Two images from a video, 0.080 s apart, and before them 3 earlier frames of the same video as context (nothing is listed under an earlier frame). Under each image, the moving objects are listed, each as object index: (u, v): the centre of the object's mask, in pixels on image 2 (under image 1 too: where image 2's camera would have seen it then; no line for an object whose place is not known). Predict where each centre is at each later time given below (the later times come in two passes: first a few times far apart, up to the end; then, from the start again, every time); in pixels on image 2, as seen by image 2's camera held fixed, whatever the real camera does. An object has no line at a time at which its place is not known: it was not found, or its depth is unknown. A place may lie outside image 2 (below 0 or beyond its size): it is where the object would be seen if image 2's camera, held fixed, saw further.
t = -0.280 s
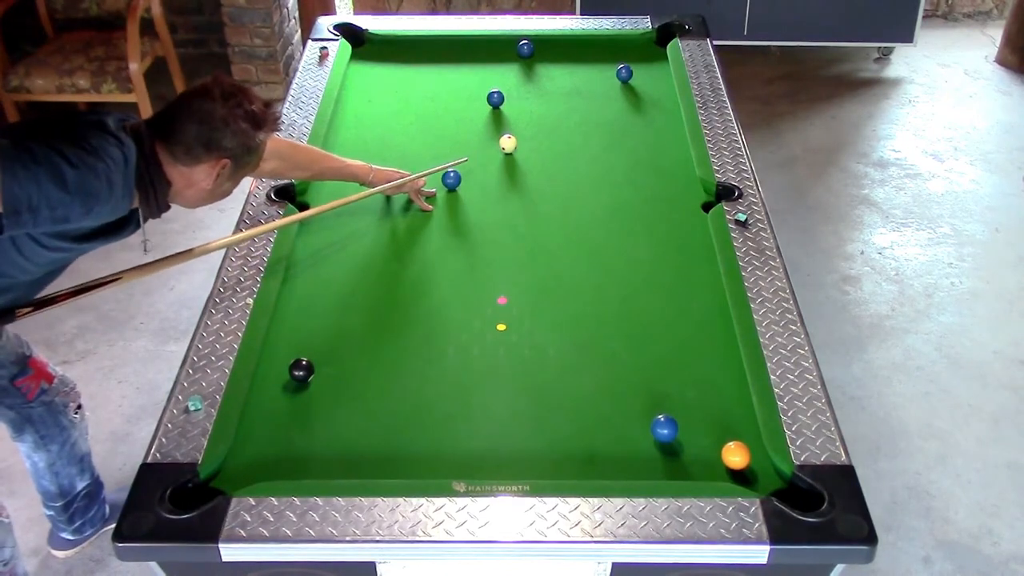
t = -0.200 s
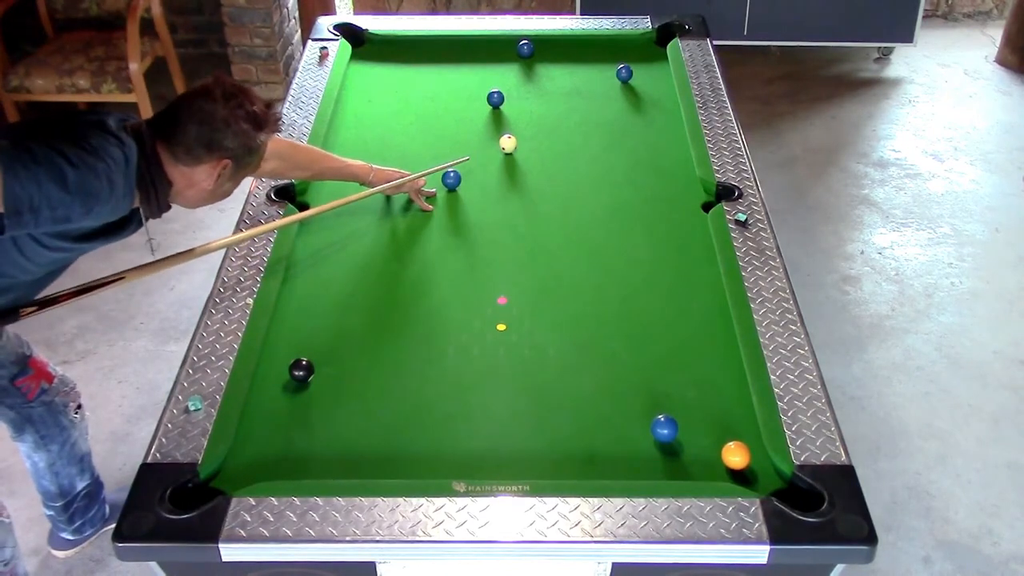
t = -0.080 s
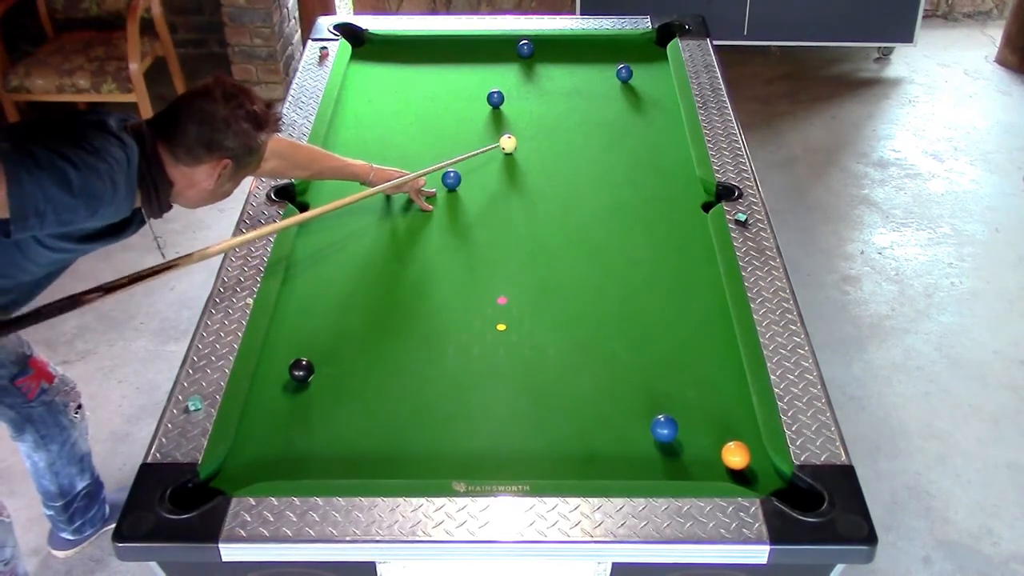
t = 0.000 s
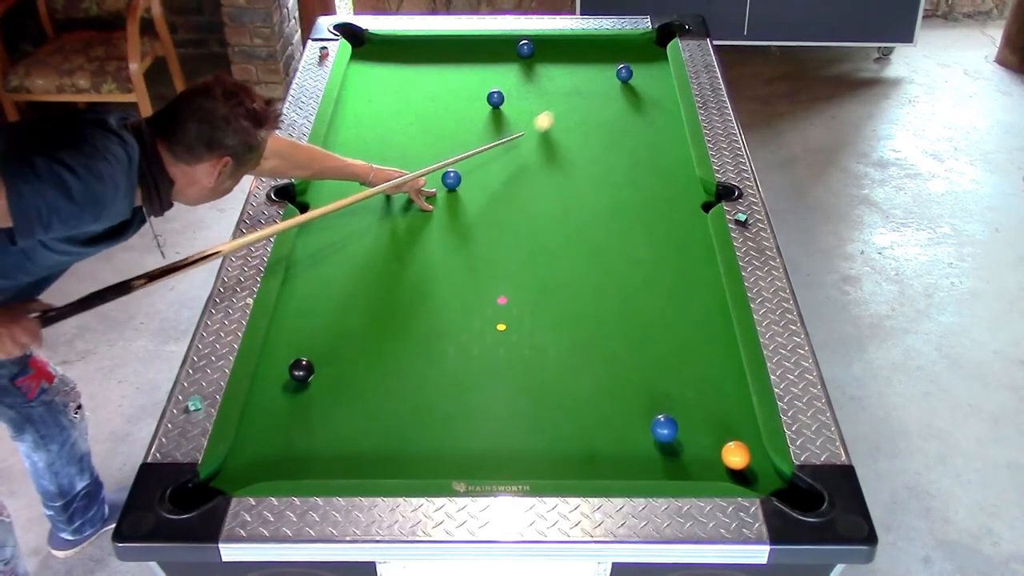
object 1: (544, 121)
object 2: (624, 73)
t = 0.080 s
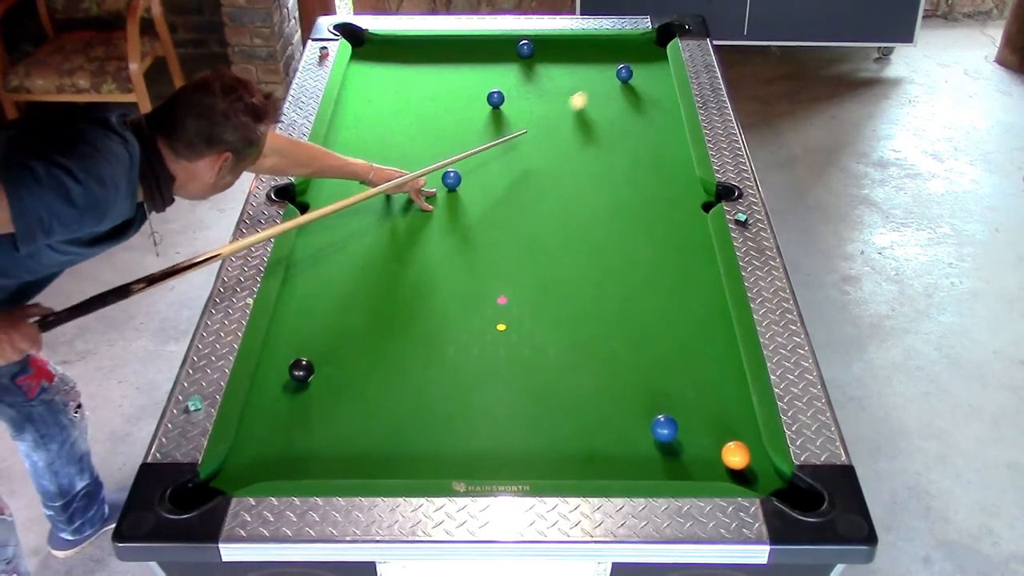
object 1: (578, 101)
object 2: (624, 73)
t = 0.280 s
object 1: (620, 80)
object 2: (653, 53)
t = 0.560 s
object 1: (647, 72)
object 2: (661, 42)
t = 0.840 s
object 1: (655, 64)
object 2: (652, 40)
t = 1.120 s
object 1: (639, 59)
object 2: (646, 40)
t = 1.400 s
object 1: (626, 55)
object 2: (645, 40)
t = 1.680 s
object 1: (616, 51)
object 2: (645, 41)
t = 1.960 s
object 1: (609, 49)
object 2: (645, 41)
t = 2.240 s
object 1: (604, 47)
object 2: (645, 41)
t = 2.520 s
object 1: (603, 47)
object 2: (645, 41)
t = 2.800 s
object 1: (603, 48)
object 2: (645, 41)
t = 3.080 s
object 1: (604, 48)
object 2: (645, 41)
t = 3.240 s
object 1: (604, 48)
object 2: (644, 40)
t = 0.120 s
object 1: (594, 92)
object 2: (624, 73)
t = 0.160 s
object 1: (610, 82)
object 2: (624, 73)
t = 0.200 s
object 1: (616, 80)
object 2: (633, 66)
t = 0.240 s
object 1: (617, 80)
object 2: (643, 59)
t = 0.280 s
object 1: (620, 80)
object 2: (653, 53)
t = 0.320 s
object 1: (623, 80)
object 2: (658, 47)
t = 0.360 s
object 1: (627, 79)
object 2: (655, 42)
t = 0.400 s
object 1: (631, 77)
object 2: (653, 38)
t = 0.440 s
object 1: (635, 76)
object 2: (656, 40)
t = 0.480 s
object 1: (639, 75)
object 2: (660, 41)
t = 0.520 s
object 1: (643, 73)
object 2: (662, 42)
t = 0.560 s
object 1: (647, 72)
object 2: (661, 42)
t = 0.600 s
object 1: (651, 71)
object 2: (660, 42)
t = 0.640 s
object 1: (654, 70)
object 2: (658, 41)
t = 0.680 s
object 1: (658, 68)
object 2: (657, 41)
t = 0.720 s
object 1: (661, 67)
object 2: (656, 41)
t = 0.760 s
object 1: (660, 66)
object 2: (655, 41)
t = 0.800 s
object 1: (657, 66)
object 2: (653, 40)
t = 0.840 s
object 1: (655, 64)
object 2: (652, 40)
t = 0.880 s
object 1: (653, 64)
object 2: (651, 40)
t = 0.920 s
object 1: (650, 63)
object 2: (650, 40)
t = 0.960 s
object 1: (648, 62)
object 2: (649, 40)
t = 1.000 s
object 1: (646, 61)
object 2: (648, 40)
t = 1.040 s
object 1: (643, 61)
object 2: (648, 40)
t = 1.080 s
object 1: (641, 60)
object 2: (646, 40)
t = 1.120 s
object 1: (639, 59)
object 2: (646, 40)
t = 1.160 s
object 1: (637, 58)
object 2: (646, 40)
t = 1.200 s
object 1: (635, 58)
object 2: (646, 40)
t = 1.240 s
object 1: (633, 57)
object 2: (645, 40)
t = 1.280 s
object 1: (631, 56)
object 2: (645, 40)
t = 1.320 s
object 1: (630, 56)
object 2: (645, 40)
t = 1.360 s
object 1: (628, 55)
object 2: (645, 40)
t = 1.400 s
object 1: (626, 55)
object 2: (645, 40)
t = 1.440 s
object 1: (625, 54)
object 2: (645, 40)
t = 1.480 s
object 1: (623, 54)
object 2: (644, 40)
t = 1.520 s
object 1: (622, 53)
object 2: (644, 40)
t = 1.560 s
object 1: (620, 53)
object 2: (644, 40)
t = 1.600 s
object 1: (619, 52)
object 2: (644, 40)
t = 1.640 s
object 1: (618, 52)
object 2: (645, 40)
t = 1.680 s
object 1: (616, 51)
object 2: (645, 41)
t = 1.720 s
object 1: (615, 51)
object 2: (645, 41)
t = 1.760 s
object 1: (614, 51)
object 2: (645, 41)
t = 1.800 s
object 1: (613, 50)
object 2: (645, 41)
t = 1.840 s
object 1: (612, 50)
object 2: (645, 41)
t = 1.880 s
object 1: (611, 50)
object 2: (645, 41)
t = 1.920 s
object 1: (610, 49)
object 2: (645, 41)
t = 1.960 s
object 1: (609, 49)
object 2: (645, 41)
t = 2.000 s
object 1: (608, 49)
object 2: (645, 41)
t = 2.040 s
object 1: (607, 48)
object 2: (645, 41)
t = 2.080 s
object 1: (607, 48)
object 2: (645, 41)
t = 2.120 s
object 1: (606, 48)
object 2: (645, 41)
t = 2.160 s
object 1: (605, 48)
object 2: (645, 41)
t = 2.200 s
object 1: (605, 48)
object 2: (645, 41)
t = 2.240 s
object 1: (604, 47)
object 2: (645, 41)
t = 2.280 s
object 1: (603, 47)
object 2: (645, 41)
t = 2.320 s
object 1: (603, 47)
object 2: (645, 41)
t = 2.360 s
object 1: (603, 47)
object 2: (645, 41)
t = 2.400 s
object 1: (603, 47)
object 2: (645, 41)
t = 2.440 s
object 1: (603, 47)
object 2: (645, 41)
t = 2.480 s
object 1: (602, 47)
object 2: (645, 41)
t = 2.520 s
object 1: (603, 47)
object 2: (645, 41)
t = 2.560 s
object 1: (603, 47)
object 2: (645, 41)
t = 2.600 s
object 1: (603, 47)
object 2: (645, 41)
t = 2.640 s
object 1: (603, 47)
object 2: (645, 41)
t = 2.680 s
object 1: (603, 47)
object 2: (645, 41)
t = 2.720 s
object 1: (603, 47)
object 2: (645, 41)
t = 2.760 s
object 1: (603, 47)
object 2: (645, 41)
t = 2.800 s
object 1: (603, 48)
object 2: (645, 41)
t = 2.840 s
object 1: (604, 48)
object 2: (645, 41)
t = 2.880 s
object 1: (604, 48)
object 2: (645, 41)
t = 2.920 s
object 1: (604, 48)
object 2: (645, 41)
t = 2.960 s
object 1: (604, 48)
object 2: (645, 41)
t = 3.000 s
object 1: (604, 48)
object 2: (645, 41)
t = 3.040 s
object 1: (604, 48)
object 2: (645, 41)
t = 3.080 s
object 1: (604, 48)
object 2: (645, 41)
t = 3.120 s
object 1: (604, 48)
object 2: (644, 40)
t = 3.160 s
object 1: (604, 48)
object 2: (644, 40)
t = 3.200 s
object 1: (604, 48)
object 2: (645, 40)
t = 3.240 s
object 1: (604, 48)
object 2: (644, 40)
